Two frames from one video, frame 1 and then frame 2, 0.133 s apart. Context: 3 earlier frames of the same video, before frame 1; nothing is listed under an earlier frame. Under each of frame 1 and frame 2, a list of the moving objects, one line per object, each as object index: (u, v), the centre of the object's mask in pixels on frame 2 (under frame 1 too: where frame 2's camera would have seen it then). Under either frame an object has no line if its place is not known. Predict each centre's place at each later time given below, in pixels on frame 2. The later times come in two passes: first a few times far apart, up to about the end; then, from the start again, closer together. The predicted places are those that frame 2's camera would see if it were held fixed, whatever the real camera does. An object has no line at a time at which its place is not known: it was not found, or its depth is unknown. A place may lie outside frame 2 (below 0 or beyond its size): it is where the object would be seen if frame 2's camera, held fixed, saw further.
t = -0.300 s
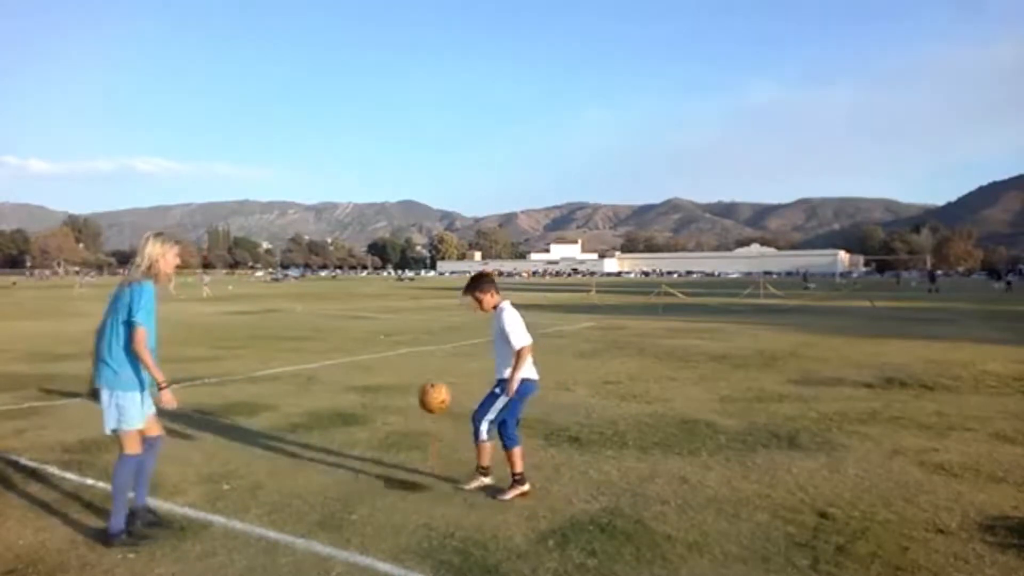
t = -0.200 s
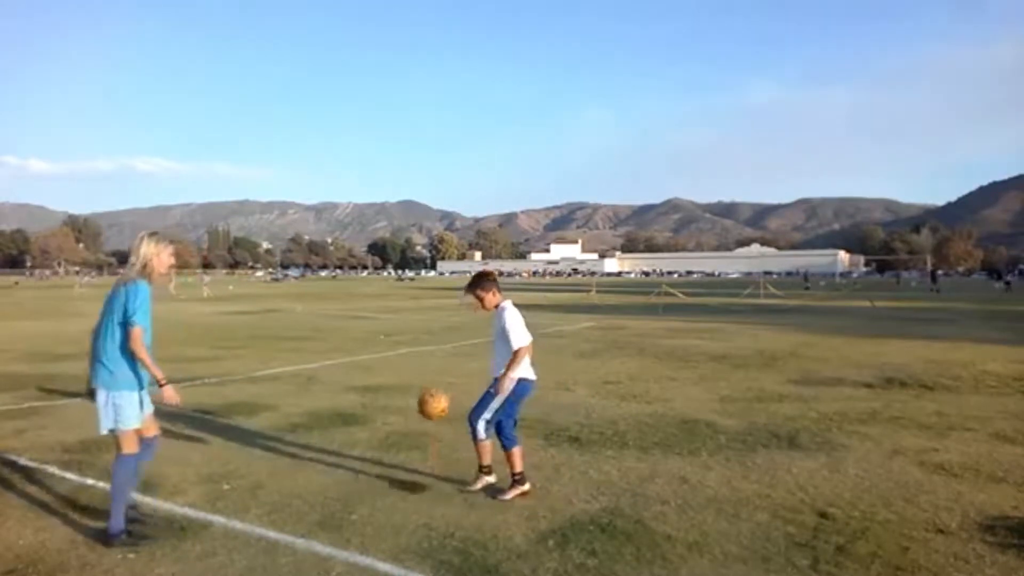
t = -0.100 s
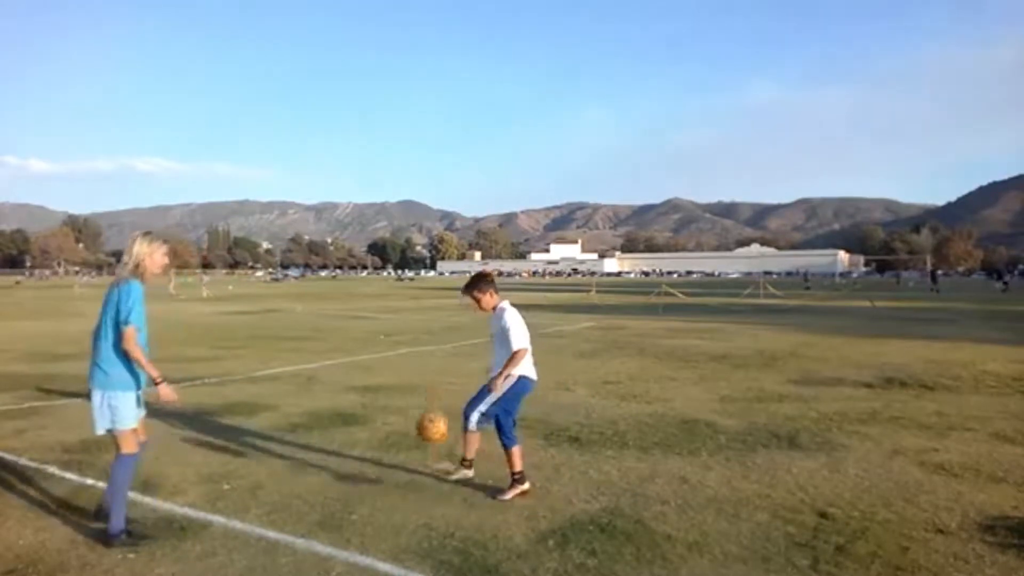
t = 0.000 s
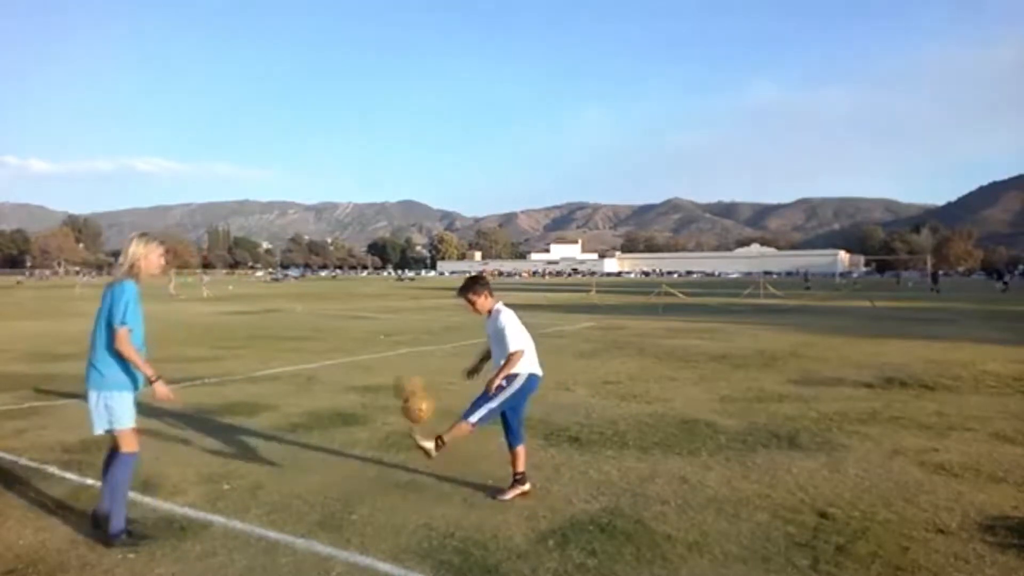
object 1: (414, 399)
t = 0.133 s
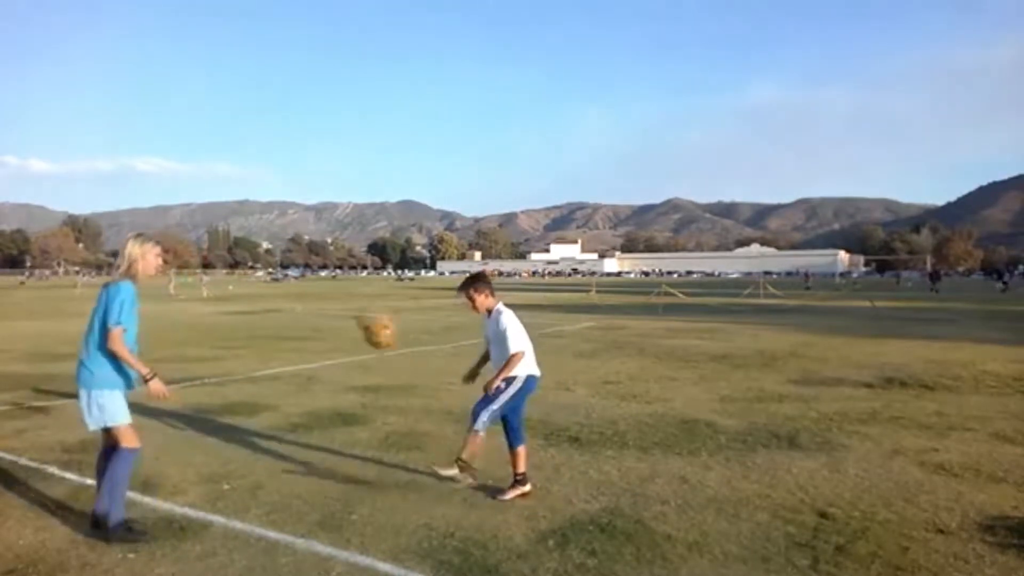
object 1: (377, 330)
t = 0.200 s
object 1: (357, 300)
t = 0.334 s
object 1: (323, 263)
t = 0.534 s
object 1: (262, 255)
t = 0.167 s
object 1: (367, 313)
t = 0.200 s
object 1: (357, 300)
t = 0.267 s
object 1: (342, 281)
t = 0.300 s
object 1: (333, 272)
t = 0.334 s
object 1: (323, 263)
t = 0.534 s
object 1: (262, 255)
